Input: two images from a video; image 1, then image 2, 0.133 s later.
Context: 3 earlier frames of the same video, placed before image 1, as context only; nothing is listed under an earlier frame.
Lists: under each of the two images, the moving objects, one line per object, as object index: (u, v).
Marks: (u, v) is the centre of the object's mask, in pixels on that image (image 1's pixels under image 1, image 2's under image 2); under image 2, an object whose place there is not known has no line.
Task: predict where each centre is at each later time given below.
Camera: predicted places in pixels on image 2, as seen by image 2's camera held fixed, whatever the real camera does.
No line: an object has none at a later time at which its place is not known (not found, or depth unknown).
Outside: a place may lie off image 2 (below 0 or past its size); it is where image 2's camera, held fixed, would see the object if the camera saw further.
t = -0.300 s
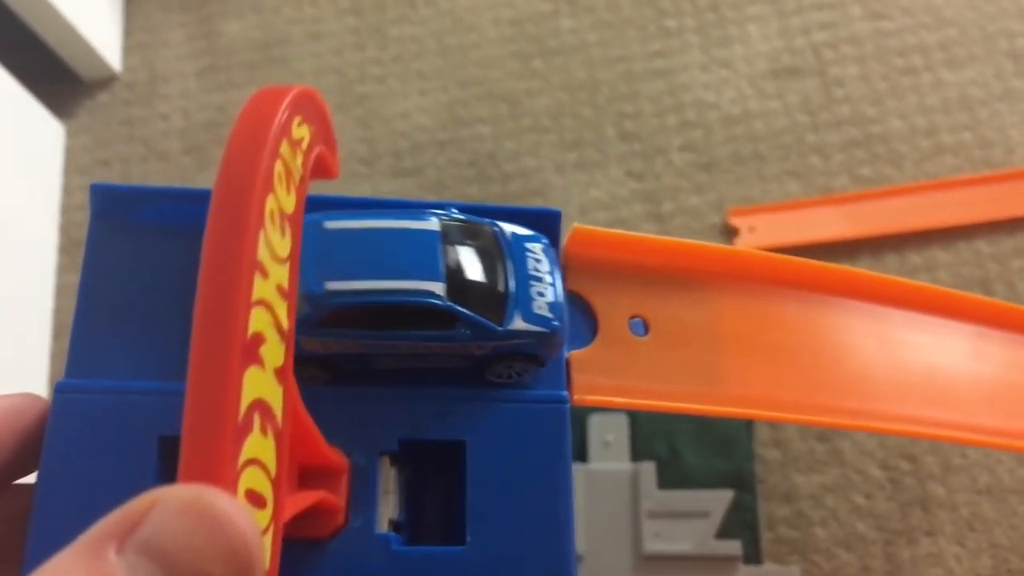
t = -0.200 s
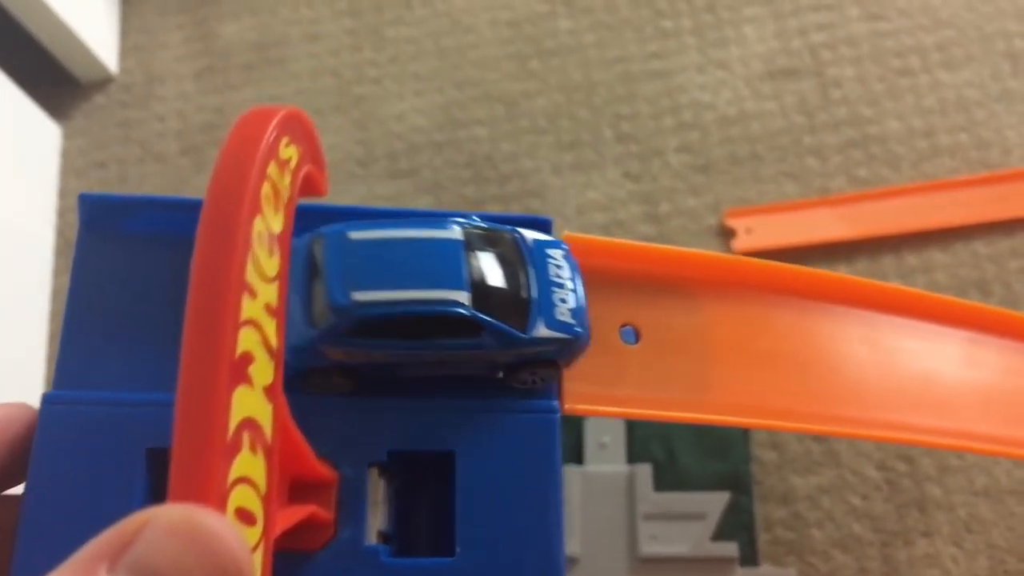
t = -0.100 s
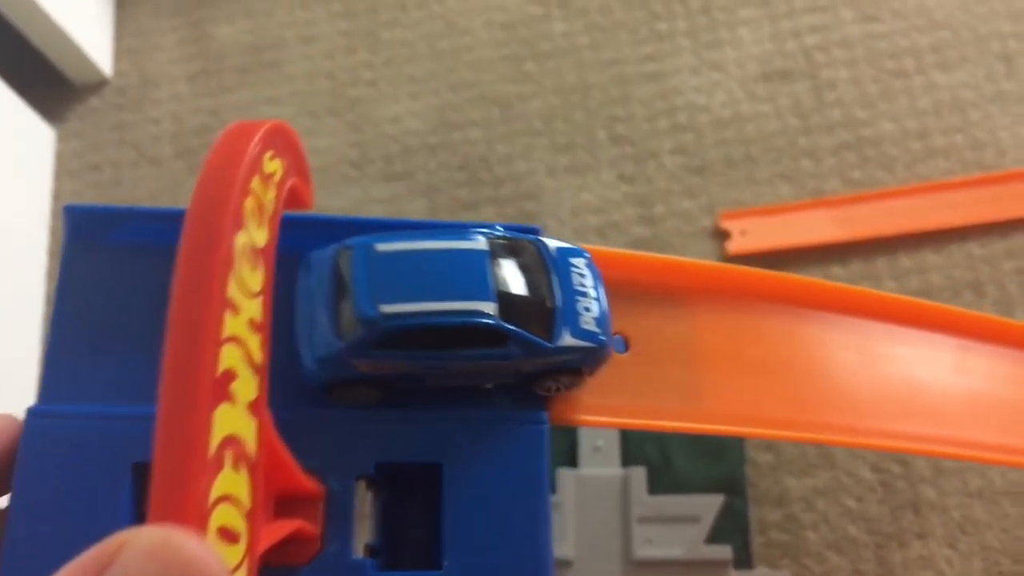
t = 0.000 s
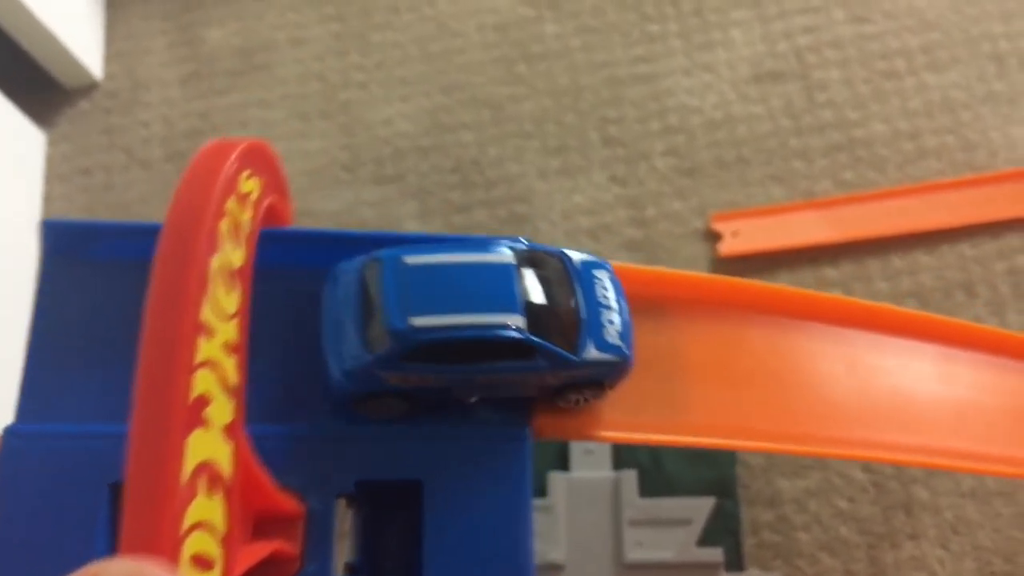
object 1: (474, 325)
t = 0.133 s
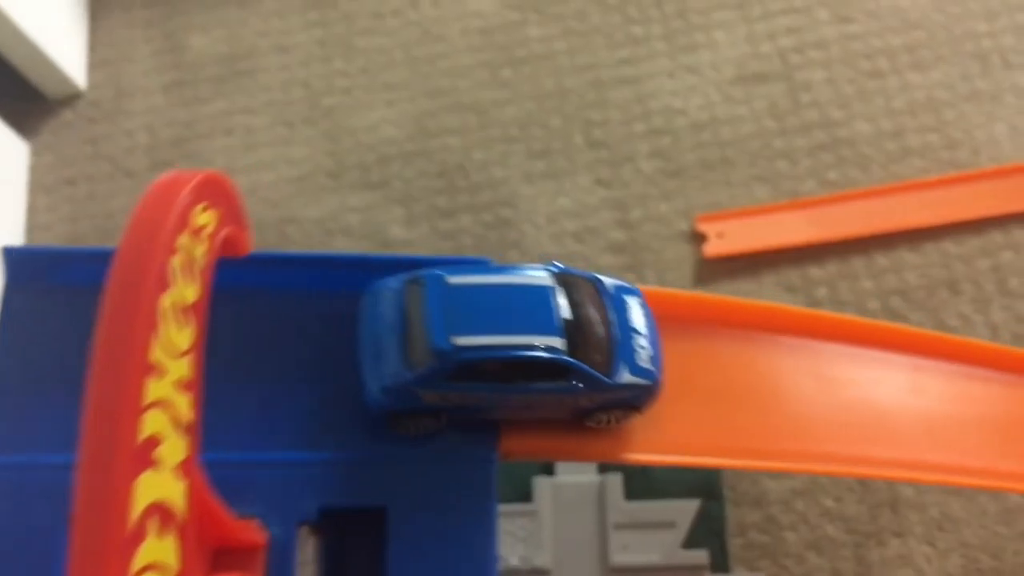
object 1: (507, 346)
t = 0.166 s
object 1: (520, 349)
